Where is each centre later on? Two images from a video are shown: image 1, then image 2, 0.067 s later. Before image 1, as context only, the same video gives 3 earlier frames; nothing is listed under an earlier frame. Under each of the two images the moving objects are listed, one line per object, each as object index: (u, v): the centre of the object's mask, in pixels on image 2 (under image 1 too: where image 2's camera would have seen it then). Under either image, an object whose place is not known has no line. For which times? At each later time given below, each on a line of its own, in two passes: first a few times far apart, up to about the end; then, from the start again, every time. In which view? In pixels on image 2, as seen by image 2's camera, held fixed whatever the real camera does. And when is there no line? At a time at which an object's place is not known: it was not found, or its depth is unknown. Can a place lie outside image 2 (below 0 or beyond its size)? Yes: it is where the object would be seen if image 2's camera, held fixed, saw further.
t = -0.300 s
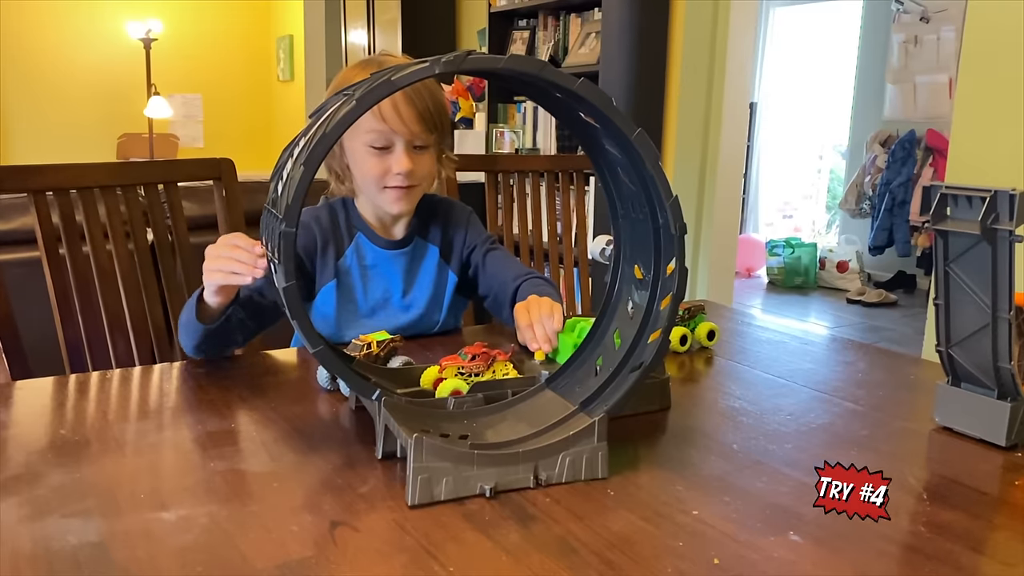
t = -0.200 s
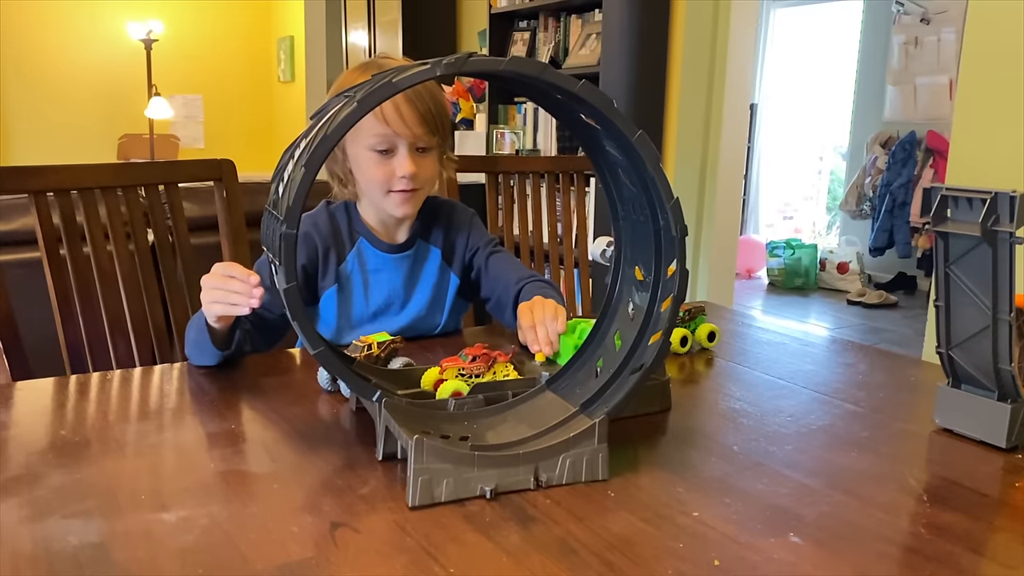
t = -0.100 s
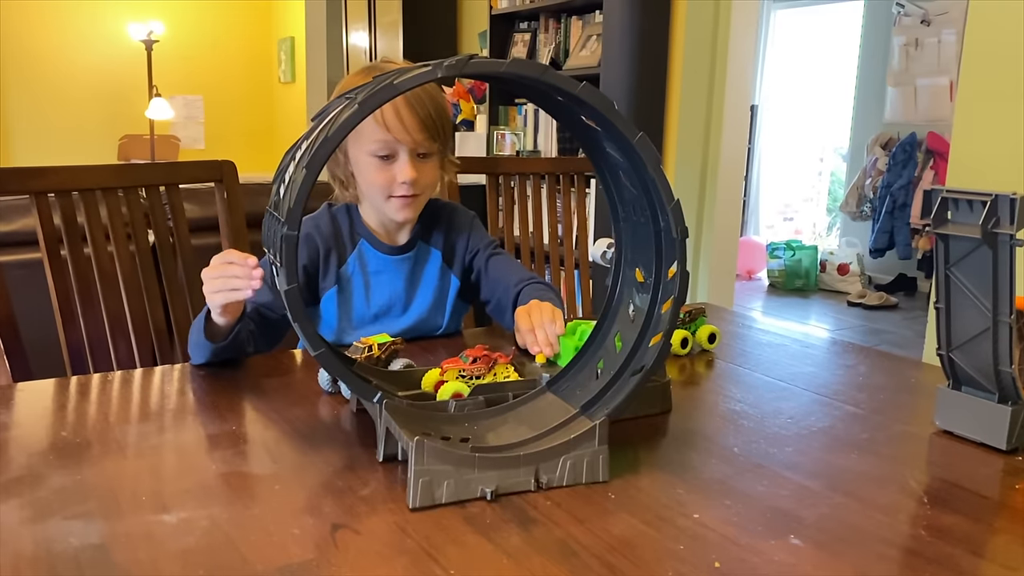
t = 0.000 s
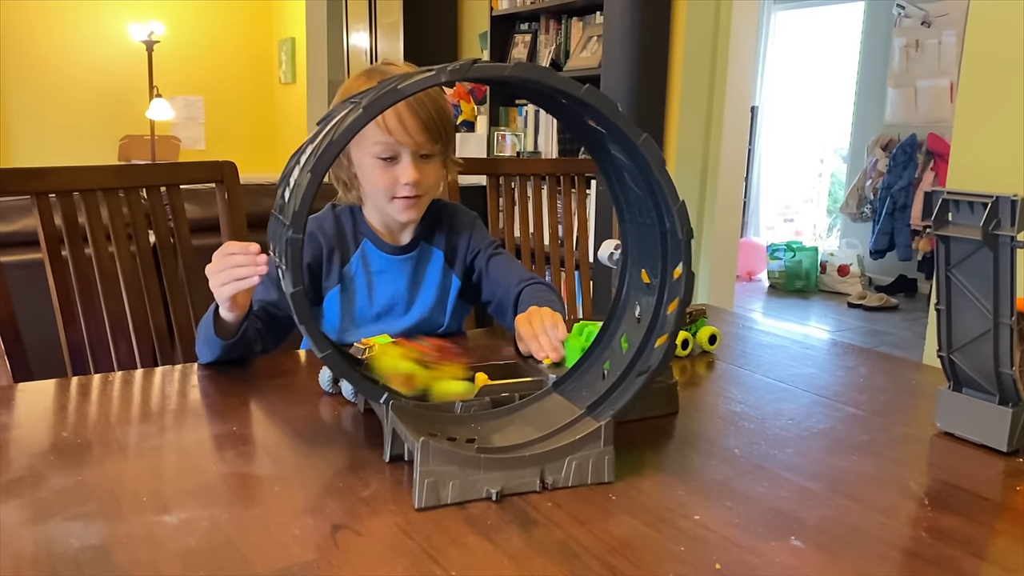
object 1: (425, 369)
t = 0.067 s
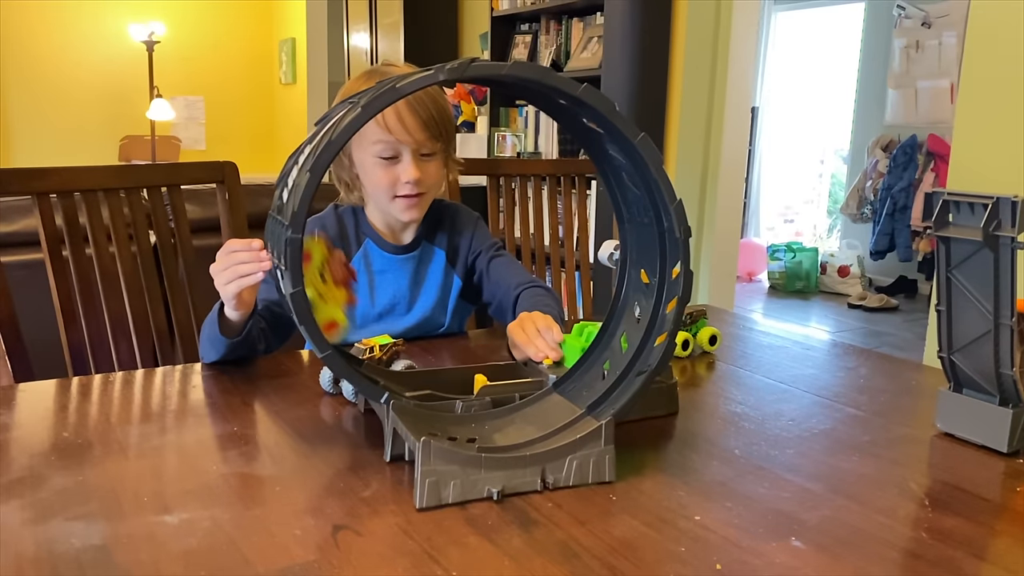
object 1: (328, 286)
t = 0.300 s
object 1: (449, 172)
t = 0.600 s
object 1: (444, 384)
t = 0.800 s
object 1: (447, 387)
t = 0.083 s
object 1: (322, 261)
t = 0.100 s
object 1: (321, 240)
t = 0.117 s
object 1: (326, 220)
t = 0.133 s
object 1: (334, 201)
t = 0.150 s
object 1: (344, 186)
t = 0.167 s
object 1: (355, 171)
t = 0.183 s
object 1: (366, 160)
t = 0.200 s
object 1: (378, 151)
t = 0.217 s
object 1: (389, 145)
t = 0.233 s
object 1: (401, 146)
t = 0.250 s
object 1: (412, 146)
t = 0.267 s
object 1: (423, 153)
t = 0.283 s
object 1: (437, 161)
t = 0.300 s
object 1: (449, 172)
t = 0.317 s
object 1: (462, 185)
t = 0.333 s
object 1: (473, 202)
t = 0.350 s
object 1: (485, 223)
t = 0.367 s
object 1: (496, 245)
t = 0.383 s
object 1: (507, 270)
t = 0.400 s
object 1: (518, 297)
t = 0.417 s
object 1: (530, 330)
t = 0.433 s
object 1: (537, 354)
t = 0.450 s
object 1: (532, 364)
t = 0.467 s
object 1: (525, 370)
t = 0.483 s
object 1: (515, 374)
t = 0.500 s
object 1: (500, 377)
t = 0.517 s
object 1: (485, 384)
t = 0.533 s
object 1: (472, 389)
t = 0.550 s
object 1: (464, 388)
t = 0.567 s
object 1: (456, 386)
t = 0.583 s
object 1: (449, 385)
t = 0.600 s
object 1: (444, 384)
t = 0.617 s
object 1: (441, 382)
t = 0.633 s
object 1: (439, 381)
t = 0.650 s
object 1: (437, 381)
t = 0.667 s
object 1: (436, 381)
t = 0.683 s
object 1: (436, 381)
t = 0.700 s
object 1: (436, 381)
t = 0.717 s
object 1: (437, 382)
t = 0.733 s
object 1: (438, 382)
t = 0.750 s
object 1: (439, 383)
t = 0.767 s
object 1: (441, 385)
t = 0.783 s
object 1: (444, 387)
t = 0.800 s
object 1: (447, 387)
